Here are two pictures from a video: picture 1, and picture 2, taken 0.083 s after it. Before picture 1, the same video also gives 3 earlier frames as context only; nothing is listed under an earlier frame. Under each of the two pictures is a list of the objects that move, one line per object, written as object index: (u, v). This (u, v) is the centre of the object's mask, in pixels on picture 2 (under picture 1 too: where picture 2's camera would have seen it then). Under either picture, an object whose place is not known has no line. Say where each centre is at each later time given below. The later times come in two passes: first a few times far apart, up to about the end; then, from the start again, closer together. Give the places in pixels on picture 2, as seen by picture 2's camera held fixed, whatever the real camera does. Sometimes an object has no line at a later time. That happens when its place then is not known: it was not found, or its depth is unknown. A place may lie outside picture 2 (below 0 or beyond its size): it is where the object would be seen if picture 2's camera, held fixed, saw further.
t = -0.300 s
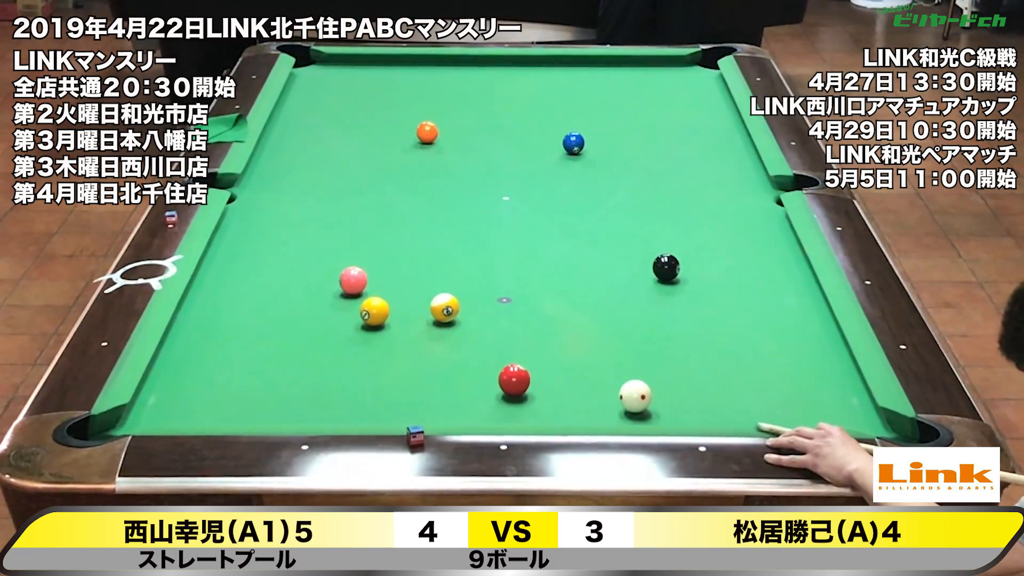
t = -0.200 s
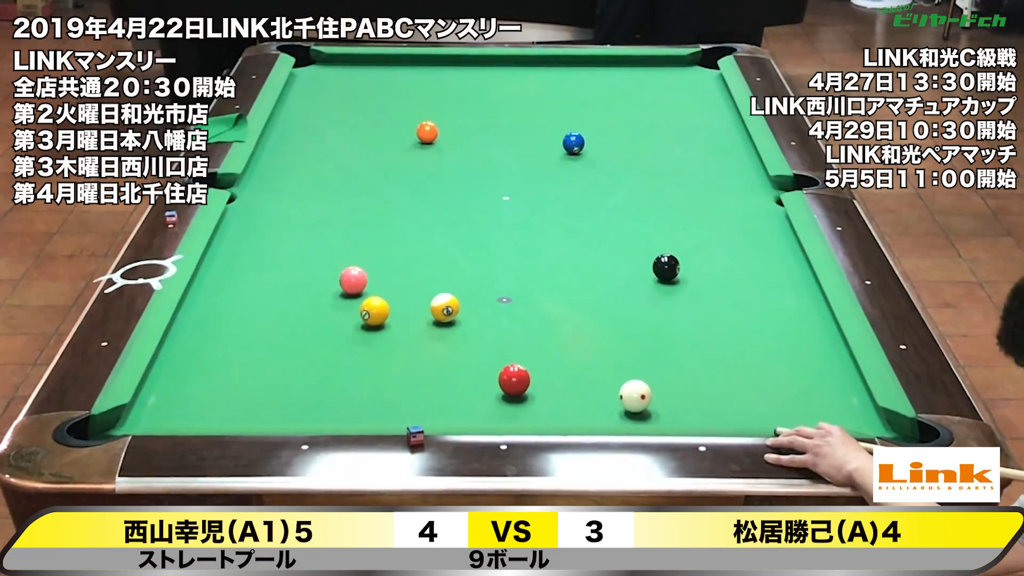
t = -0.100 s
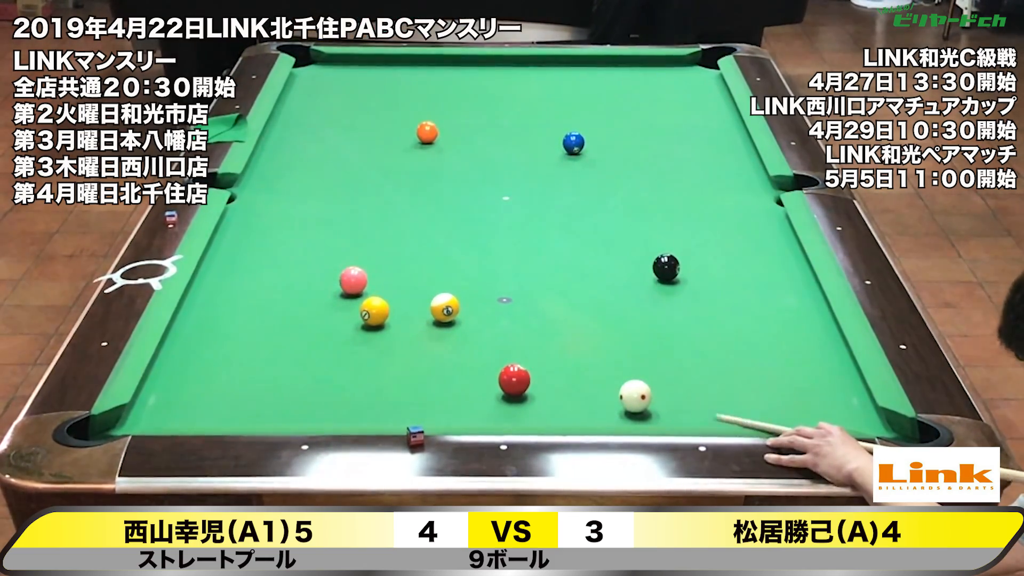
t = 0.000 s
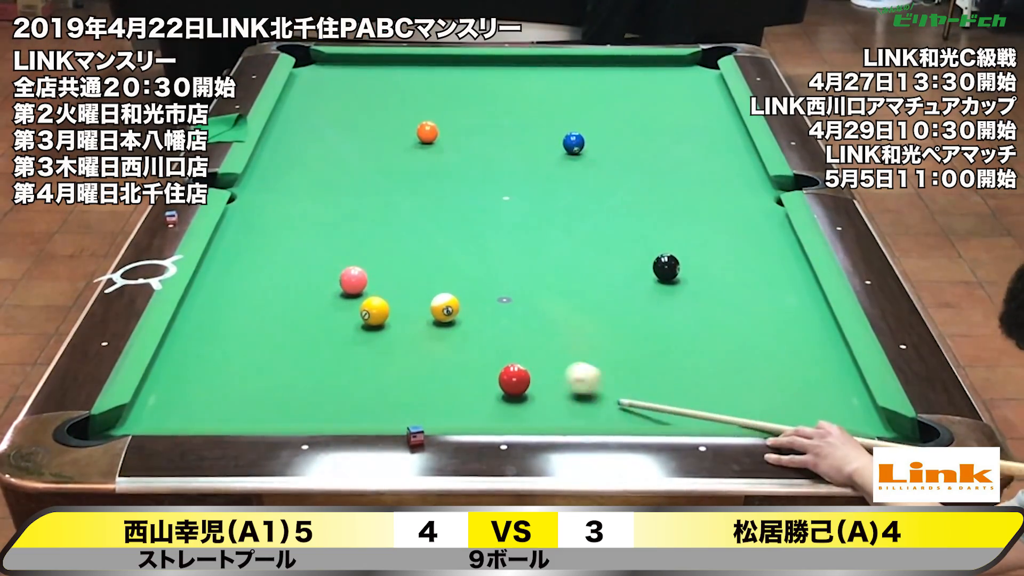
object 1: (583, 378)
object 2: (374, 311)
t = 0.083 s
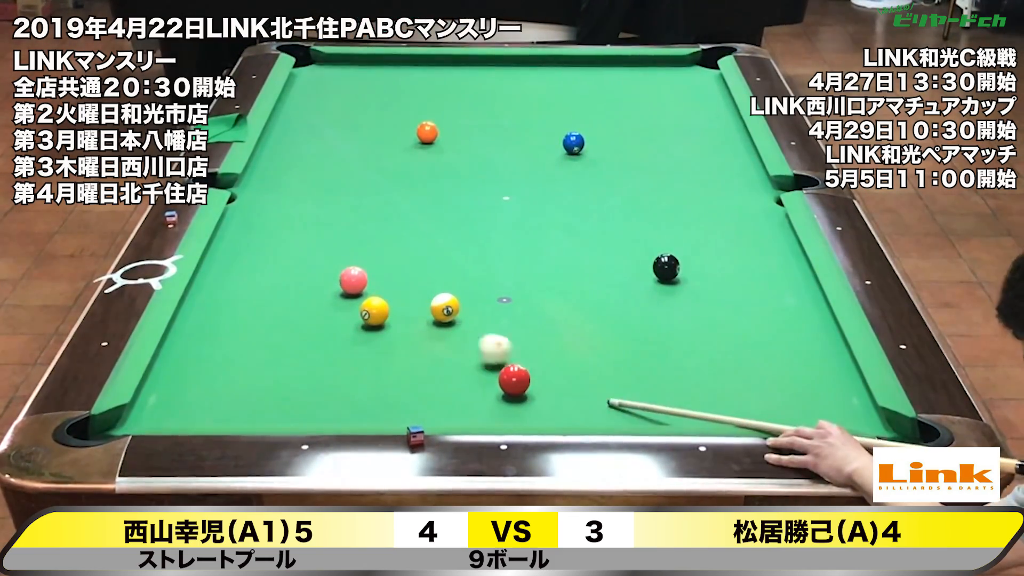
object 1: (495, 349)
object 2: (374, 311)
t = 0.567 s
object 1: (400, 316)
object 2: (237, 257)
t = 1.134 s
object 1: (401, 315)
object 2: (397, 216)
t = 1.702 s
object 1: (401, 315)
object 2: (530, 184)
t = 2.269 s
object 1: (401, 315)
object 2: (641, 157)
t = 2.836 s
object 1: (401, 315)
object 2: (737, 133)
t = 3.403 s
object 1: (401, 315)
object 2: (691, 124)
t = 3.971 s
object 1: (401, 315)
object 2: (653, 117)
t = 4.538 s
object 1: (401, 315)
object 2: (623, 112)
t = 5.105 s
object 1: (401, 315)
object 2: (602, 108)
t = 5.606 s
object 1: (401, 315)
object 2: (590, 107)
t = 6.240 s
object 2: (585, 106)
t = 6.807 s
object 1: (401, 315)
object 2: (584, 106)
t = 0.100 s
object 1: (480, 344)
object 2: (374, 311)
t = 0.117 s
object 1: (464, 339)
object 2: (374, 311)
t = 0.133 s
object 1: (449, 334)
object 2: (374, 311)
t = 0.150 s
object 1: (435, 330)
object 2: (374, 311)
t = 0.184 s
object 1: (408, 321)
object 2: (374, 311)
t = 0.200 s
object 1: (398, 318)
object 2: (372, 310)
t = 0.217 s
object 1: (398, 318)
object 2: (360, 307)
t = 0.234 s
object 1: (398, 317)
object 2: (349, 304)
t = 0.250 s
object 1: (398, 317)
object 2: (337, 300)
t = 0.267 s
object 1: (398, 317)
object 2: (327, 297)
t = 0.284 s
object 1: (398, 317)
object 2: (316, 294)
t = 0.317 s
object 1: (398, 317)
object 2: (296, 288)
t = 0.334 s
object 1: (399, 317)
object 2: (287, 285)
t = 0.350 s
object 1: (399, 317)
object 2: (278, 282)
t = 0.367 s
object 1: (399, 316)
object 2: (270, 280)
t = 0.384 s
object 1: (399, 316)
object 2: (261, 277)
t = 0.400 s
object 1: (399, 316)
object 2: (253, 275)
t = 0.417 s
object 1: (399, 316)
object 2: (245, 273)
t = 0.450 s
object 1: (399, 316)
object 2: (229, 268)
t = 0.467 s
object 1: (399, 316)
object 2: (222, 266)
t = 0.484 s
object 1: (399, 316)
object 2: (214, 264)
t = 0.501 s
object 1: (400, 316)
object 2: (214, 262)
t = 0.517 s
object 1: (400, 316)
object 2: (220, 260)
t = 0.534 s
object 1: (400, 316)
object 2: (226, 259)
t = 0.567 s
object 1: (400, 316)
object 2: (237, 257)
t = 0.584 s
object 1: (400, 315)
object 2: (243, 255)
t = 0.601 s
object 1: (400, 315)
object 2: (248, 254)
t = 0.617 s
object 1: (400, 315)
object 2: (253, 253)
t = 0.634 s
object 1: (400, 315)
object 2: (258, 251)
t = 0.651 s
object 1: (400, 315)
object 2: (264, 250)
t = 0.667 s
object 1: (400, 315)
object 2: (268, 249)
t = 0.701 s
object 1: (400, 315)
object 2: (278, 247)
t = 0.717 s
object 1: (401, 315)
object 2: (283, 245)
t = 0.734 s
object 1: (401, 315)
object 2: (288, 244)
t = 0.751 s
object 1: (401, 315)
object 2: (293, 242)
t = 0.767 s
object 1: (401, 315)
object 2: (298, 241)
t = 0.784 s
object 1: (401, 315)
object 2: (303, 240)
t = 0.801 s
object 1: (401, 315)
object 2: (307, 239)
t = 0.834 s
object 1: (401, 315)
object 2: (317, 237)
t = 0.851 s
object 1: (401, 315)
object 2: (322, 235)
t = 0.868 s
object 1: (401, 315)
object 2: (326, 234)
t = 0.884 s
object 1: (401, 315)
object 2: (331, 233)
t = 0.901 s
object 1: (401, 315)
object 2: (336, 232)
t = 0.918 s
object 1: (401, 315)
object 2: (340, 231)
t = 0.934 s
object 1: (401, 315)
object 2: (345, 230)
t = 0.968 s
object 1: (401, 315)
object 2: (354, 228)
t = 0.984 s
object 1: (401, 315)
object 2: (358, 226)
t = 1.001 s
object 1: (401, 315)
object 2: (363, 225)
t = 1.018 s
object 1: (401, 315)
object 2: (367, 224)
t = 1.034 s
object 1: (401, 315)
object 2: (372, 223)
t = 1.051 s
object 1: (401, 315)
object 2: (376, 222)
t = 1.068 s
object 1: (401, 315)
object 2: (380, 220)
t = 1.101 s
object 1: (401, 315)
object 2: (389, 219)
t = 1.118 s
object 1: (401, 315)
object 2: (393, 218)
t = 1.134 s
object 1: (401, 315)
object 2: (397, 216)
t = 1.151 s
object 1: (401, 315)
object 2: (402, 216)
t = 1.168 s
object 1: (401, 315)
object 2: (406, 214)
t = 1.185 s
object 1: (401, 315)
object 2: (410, 213)
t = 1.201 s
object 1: (401, 315)
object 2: (414, 212)
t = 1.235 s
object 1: (401, 315)
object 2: (422, 210)
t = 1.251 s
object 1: (401, 315)
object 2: (427, 209)
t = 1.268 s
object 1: (401, 315)
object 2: (431, 208)
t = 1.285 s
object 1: (401, 315)
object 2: (435, 207)
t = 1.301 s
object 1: (401, 315)
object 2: (439, 206)
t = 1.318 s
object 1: (401, 315)
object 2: (443, 205)
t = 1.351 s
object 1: (401, 315)
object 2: (451, 203)
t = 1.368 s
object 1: (401, 315)
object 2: (455, 202)
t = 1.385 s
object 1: (401, 315)
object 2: (459, 201)
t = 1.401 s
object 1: (401, 315)
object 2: (463, 200)
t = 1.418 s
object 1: (401, 315)
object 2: (467, 199)
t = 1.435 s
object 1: (401, 315)
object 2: (470, 199)
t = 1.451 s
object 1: (401, 315)
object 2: (474, 197)
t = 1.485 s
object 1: (401, 315)
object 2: (482, 195)
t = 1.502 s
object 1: (401, 315)
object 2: (486, 194)
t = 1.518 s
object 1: (401, 315)
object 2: (490, 194)
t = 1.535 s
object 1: (401, 315)
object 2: (493, 193)
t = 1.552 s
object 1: (401, 315)
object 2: (497, 192)
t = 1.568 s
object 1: (401, 315)
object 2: (501, 191)
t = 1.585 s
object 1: (401, 315)
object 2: (504, 190)
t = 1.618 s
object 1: (401, 315)
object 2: (512, 188)
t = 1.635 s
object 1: (401, 315)
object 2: (515, 187)
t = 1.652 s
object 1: (401, 315)
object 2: (519, 186)
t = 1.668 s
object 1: (401, 315)
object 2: (522, 185)
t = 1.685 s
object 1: (401, 315)
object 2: (526, 184)
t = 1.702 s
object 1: (401, 315)
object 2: (530, 184)
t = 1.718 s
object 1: (401, 315)
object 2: (533, 183)
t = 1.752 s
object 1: (401, 315)
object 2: (540, 181)
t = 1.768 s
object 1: (401, 315)
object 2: (544, 180)
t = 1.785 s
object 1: (401, 315)
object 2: (548, 179)
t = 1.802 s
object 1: (401, 315)
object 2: (550, 179)
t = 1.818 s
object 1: (401, 315)
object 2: (554, 178)
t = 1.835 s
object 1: (401, 315)
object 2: (557, 177)
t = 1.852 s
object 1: (401, 315)
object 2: (561, 176)
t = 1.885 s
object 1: (401, 315)
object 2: (568, 174)
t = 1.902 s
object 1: (401, 315)
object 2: (571, 173)
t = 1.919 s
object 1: (401, 315)
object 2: (574, 173)
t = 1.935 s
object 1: (401, 315)
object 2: (578, 172)
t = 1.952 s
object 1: (401, 315)
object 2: (581, 171)
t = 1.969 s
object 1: (401, 315)
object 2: (584, 170)
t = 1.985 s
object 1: (401, 315)
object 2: (588, 169)
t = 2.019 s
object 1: (401, 315)
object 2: (594, 168)
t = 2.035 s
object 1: (401, 315)
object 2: (598, 167)
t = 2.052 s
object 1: (401, 315)
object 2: (600, 166)
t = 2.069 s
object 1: (401, 315)
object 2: (604, 165)
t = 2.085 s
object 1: (401, 315)
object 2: (607, 165)
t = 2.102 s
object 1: (401, 315)
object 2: (610, 164)
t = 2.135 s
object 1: (401, 315)
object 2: (616, 162)
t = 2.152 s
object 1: (401, 315)
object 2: (620, 162)
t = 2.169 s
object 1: (401, 315)
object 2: (623, 161)
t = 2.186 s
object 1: (401, 315)
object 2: (626, 160)
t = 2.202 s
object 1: (401, 315)
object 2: (629, 159)
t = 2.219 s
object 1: (401, 315)
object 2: (632, 159)
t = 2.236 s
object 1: (401, 315)
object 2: (635, 158)
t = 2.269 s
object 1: (401, 315)
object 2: (641, 157)
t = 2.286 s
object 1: (401, 315)
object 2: (644, 156)
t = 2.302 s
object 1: (401, 315)
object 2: (647, 155)
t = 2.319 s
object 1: (401, 315)
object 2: (650, 154)
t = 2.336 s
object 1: (401, 315)
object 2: (653, 154)
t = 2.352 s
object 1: (401, 315)
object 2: (656, 153)
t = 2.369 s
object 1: (401, 315)
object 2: (659, 152)
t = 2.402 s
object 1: (401, 315)
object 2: (665, 150)
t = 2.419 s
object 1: (401, 315)
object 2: (668, 150)
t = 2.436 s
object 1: (401, 315)
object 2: (671, 149)
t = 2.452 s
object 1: (401, 315)
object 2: (674, 148)
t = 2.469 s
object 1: (401, 315)
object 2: (677, 148)
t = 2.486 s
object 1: (401, 315)
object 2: (680, 147)
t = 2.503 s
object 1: (401, 315)
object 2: (682, 146)
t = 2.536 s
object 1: (401, 315)
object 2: (688, 145)
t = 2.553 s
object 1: (401, 315)
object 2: (691, 144)
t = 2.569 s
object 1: (401, 315)
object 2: (694, 143)
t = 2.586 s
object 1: (401, 315)
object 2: (696, 143)
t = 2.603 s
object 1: (401, 315)
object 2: (699, 142)
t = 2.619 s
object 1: (401, 315)
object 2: (702, 141)
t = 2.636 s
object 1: (401, 315)
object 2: (705, 141)
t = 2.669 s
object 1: (401, 315)
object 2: (710, 139)
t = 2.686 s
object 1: (401, 315)
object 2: (713, 139)
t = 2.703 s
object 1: (401, 315)
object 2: (715, 138)
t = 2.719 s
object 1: (401, 315)
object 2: (718, 137)
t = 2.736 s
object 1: (401, 315)
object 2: (721, 137)
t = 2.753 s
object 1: (401, 315)
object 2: (723, 136)
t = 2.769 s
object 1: (401, 315)
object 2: (726, 135)
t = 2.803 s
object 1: (401, 315)
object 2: (731, 134)
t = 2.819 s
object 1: (401, 316)
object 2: (734, 133)
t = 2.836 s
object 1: (401, 315)
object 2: (737, 133)
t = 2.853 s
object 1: (401, 315)
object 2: (738, 132)
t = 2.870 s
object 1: (401, 315)
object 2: (736, 132)
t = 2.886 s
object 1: (401, 315)
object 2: (734, 132)
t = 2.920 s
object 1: (401, 315)
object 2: (732, 131)
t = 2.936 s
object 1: (401, 315)
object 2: (730, 131)
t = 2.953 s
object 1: (401, 315)
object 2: (728, 131)
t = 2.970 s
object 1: (401, 315)
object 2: (727, 130)
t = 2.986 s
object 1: (401, 315)
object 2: (725, 130)
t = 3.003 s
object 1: (401, 315)
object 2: (724, 130)
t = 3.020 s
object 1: (401, 315)
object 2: (723, 129)
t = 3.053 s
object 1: (401, 315)
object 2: (719, 129)
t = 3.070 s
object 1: (401, 315)
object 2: (718, 129)
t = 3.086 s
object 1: (401, 315)
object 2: (717, 128)
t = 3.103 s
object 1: (401, 315)
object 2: (715, 128)
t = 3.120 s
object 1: (401, 315)
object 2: (714, 128)
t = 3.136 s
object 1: (401, 315)
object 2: (712, 128)
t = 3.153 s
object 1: (401, 315)
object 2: (711, 127)
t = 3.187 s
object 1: (401, 315)
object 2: (708, 127)
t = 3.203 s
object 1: (401, 316)
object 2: (707, 127)
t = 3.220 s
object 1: (401, 316)
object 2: (705, 127)
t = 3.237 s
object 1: (401, 316)
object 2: (704, 126)
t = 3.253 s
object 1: (401, 315)
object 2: (703, 126)
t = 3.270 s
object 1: (401, 315)
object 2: (701, 126)
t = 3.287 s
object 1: (401, 315)
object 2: (700, 126)
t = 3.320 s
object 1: (401, 315)
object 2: (697, 125)
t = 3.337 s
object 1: (401, 315)
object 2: (696, 125)
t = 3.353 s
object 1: (401, 315)
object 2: (695, 125)
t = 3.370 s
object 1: (401, 315)
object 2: (694, 124)
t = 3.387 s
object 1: (401, 315)
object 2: (692, 124)
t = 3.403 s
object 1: (401, 315)
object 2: (691, 124)
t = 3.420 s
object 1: (401, 315)
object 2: (690, 124)
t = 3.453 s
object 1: (401, 315)
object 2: (687, 123)
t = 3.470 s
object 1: (401, 315)
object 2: (686, 123)
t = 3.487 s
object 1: (401, 315)
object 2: (685, 123)
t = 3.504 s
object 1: (401, 315)
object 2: (684, 122)
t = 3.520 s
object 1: (401, 315)
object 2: (682, 122)
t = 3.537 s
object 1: (401, 315)
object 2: (681, 122)
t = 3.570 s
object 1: (401, 315)
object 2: (679, 122)
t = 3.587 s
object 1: (401, 315)
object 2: (678, 121)
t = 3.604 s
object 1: (401, 315)
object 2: (677, 121)
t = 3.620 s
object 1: (401, 315)
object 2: (675, 121)
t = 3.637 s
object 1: (401, 315)
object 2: (674, 121)
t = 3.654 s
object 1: (401, 315)
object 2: (673, 121)
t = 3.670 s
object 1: (401, 315)
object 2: (672, 120)
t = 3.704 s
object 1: (401, 315)
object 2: (670, 120)
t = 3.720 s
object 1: (401, 315)
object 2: (669, 119)
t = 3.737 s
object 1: (401, 315)
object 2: (667, 119)
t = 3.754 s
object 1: (401, 315)
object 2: (666, 119)
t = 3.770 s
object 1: (401, 315)
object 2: (665, 119)
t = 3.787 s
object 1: (401, 315)
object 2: (664, 119)
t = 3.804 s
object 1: (401, 315)
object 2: (663, 119)
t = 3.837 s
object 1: (401, 315)
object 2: (661, 118)
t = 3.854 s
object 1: (401, 315)
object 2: (660, 118)
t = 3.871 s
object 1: (401, 315)
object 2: (659, 118)
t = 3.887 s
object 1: (401, 315)
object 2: (658, 118)
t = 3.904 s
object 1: (401, 316)
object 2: (657, 118)
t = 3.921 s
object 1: (401, 316)
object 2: (656, 118)
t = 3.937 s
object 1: (401, 315)
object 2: (655, 117)
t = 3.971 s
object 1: (401, 315)
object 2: (653, 117)
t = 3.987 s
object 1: (401, 315)
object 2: (652, 117)
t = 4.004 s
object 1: (401, 315)
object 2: (651, 117)
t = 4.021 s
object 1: (401, 315)
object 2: (650, 116)
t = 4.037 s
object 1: (401, 315)
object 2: (649, 116)
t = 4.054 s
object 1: (401, 315)
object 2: (648, 116)
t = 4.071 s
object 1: (401, 316)
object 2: (647, 116)
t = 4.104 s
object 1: (401, 316)
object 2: (645, 116)
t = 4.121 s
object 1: (401, 316)
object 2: (644, 115)
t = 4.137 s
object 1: (401, 315)
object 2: (643, 115)
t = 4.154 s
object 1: (401, 315)
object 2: (642, 115)
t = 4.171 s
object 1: (401, 315)
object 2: (642, 115)
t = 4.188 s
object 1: (401, 315)
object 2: (641, 115)
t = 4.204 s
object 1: (401, 315)
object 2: (640, 115)
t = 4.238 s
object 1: (401, 315)
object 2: (638, 114)
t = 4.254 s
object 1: (401, 315)
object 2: (637, 114)
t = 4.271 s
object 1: (401, 315)
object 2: (636, 114)
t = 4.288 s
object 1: (401, 315)
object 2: (635, 114)
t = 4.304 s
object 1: (401, 315)
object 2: (635, 114)
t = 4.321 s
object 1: (401, 315)
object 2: (634, 114)
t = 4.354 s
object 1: (401, 315)
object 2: (632, 113)
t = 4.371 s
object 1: (401, 315)
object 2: (631, 113)
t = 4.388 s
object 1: (401, 315)
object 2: (630, 113)
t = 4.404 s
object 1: (401, 315)
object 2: (630, 113)
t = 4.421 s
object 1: (401, 315)
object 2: (629, 113)
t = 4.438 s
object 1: (401, 315)
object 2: (628, 112)
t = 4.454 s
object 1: (401, 315)
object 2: (627, 112)
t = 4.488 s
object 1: (401, 315)
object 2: (626, 112)
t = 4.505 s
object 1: (401, 315)
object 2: (625, 112)
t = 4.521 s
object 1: (401, 315)
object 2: (624, 112)
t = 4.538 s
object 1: (401, 315)
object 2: (623, 112)
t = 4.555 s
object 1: (401, 316)
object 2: (623, 112)
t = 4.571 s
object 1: (401, 315)
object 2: (622, 112)
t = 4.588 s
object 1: (401, 315)
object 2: (621, 111)
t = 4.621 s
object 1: (401, 315)
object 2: (620, 111)
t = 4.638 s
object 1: (401, 315)
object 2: (619, 111)
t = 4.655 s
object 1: (401, 315)
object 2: (618, 111)
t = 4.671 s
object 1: (401, 315)
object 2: (618, 111)
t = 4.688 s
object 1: (401, 315)
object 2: (617, 111)
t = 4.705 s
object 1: (401, 315)
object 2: (616, 111)
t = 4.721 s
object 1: (401, 315)
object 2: (616, 111)
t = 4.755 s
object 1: (401, 316)
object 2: (615, 110)
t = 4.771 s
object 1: (401, 315)
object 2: (614, 110)
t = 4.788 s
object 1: (401, 315)
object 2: (613, 110)
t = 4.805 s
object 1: (401, 315)
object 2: (612, 110)
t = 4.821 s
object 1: (401, 315)
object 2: (612, 110)
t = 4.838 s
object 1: (401, 316)
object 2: (611, 110)
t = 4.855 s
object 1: (401, 315)
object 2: (610, 110)
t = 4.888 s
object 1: (401, 316)
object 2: (609, 109)
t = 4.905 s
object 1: (401, 316)
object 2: (609, 109)
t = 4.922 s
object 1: (401, 316)
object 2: (608, 109)
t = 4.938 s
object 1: (401, 315)
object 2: (607, 109)
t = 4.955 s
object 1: (401, 315)
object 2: (607, 109)
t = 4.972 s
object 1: (401, 315)
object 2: (606, 109)
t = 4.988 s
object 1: (401, 315)
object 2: (606, 109)
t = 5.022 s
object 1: (401, 315)
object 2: (605, 109)
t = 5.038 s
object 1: (401, 315)
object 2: (604, 109)
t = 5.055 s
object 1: (401, 315)
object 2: (604, 109)
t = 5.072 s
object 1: (401, 315)
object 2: (603, 109)
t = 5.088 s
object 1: (401, 315)
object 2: (603, 108)
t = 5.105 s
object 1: (401, 315)
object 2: (602, 108)
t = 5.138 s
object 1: (401, 315)
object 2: (601, 108)
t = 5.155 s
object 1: (401, 315)
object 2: (601, 108)
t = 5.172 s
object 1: (401, 315)
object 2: (600, 108)
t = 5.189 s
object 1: (401, 315)
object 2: (600, 108)
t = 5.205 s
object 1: (401, 315)
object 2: (599, 108)
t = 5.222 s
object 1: (401, 315)
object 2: (599, 108)
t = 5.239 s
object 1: (401, 315)
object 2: (598, 108)
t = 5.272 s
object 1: (401, 315)
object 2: (598, 108)
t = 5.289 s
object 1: (401, 315)
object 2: (597, 108)
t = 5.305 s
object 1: (401, 315)
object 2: (597, 107)
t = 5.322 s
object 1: (401, 315)
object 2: (596, 108)
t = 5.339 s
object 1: (401, 315)
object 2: (596, 108)
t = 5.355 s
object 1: (401, 315)
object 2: (595, 107)
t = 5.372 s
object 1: (401, 315)
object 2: (595, 107)
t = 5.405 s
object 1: (401, 315)
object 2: (594, 107)
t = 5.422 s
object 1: (401, 315)
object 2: (594, 107)
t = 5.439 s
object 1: (401, 315)
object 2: (593, 107)
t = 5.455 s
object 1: (401, 315)
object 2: (593, 107)
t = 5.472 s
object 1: (401, 315)
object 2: (593, 107)
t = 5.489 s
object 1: (401, 315)
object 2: (592, 107)
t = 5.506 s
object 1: (401, 315)
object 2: (592, 107)
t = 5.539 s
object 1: (401, 315)
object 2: (591, 107)
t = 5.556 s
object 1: (401, 315)
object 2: (591, 107)
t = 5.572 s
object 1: (401, 315)
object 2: (591, 107)
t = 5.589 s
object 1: (401, 315)
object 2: (590, 107)
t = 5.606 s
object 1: (401, 315)
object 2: (590, 107)
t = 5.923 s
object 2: (586, 106)
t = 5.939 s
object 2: (586, 106)
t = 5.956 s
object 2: (586, 106)
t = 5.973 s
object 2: (586, 106)
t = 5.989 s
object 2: (586, 106)
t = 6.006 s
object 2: (586, 106)
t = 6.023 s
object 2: (586, 106)
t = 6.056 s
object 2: (586, 106)
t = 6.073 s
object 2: (586, 106)
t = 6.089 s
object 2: (586, 106)
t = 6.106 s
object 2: (585, 106)
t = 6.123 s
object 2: (585, 106)
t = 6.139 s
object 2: (585, 106)
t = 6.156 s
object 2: (585, 106)
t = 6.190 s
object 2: (585, 106)
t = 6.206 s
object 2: (585, 106)
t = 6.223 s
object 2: (585, 106)
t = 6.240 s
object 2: (585, 106)
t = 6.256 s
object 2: (585, 106)
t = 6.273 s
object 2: (585, 106)
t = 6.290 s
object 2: (585, 106)
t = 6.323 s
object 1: (402, 315)
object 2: (585, 106)
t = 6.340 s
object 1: (401, 315)
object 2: (585, 106)
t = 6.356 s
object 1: (401, 315)
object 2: (585, 106)
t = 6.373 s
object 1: (401, 315)
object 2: (585, 106)
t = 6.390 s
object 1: (401, 315)
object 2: (585, 106)
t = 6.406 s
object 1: (401, 315)
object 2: (585, 106)
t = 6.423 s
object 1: (401, 315)
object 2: (585, 106)
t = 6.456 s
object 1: (401, 315)
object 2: (585, 106)
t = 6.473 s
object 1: (401, 315)
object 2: (585, 106)
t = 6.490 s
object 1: (401, 315)
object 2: (584, 106)
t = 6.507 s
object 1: (401, 315)
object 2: (585, 106)
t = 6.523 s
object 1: (401, 316)
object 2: (584, 106)
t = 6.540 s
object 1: (401, 315)
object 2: (584, 106)
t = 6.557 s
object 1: (401, 315)
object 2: (584, 106)
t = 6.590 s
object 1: (401, 315)
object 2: (585, 106)
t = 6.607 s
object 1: (401, 315)
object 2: (585, 106)
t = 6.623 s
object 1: (401, 315)
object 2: (585, 106)
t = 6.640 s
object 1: (401, 315)
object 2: (585, 106)
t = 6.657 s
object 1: (401, 315)
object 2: (585, 106)
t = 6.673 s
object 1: (401, 315)
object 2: (585, 106)
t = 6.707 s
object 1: (401, 315)
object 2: (584, 106)
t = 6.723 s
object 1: (401, 315)
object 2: (585, 106)
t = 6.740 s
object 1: (401, 315)
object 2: (584, 106)
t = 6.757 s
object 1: (401, 315)
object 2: (585, 106)
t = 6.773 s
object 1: (401, 315)
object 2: (585, 106)
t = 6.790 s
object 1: (401, 315)
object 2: (584, 106)
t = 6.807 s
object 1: (401, 315)
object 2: (584, 106)
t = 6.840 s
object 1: (401, 315)
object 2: (584, 106)
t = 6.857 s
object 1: (401, 315)
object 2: (584, 106)
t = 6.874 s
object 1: (401, 315)
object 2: (584, 106)
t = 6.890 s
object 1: (401, 315)
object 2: (584, 106)
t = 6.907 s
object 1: (401, 315)
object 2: (584, 106)
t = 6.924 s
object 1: (401, 315)
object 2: (584, 106)
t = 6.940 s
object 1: (401, 315)
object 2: (584, 106)
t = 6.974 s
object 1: (401, 315)
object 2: (584, 106)
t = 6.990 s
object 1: (401, 315)
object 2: (584, 106)
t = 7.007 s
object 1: (401, 315)
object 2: (584, 106)
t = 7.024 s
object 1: (401, 315)
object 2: (585, 106)
